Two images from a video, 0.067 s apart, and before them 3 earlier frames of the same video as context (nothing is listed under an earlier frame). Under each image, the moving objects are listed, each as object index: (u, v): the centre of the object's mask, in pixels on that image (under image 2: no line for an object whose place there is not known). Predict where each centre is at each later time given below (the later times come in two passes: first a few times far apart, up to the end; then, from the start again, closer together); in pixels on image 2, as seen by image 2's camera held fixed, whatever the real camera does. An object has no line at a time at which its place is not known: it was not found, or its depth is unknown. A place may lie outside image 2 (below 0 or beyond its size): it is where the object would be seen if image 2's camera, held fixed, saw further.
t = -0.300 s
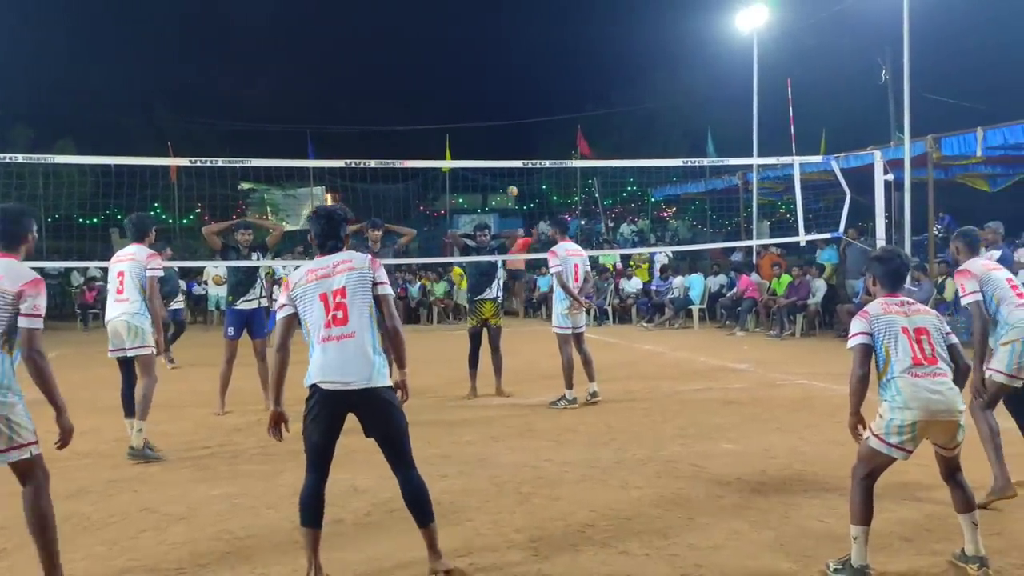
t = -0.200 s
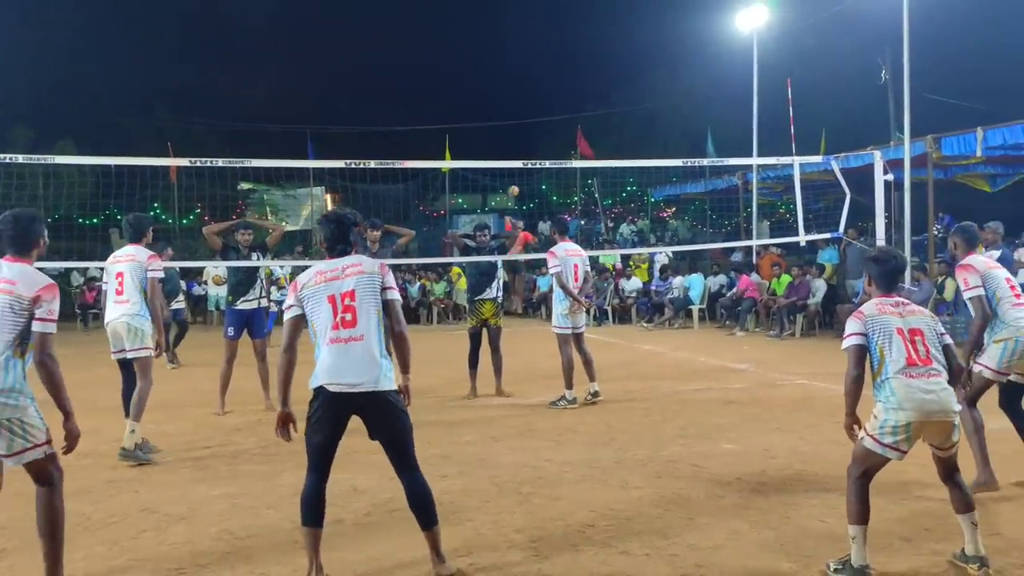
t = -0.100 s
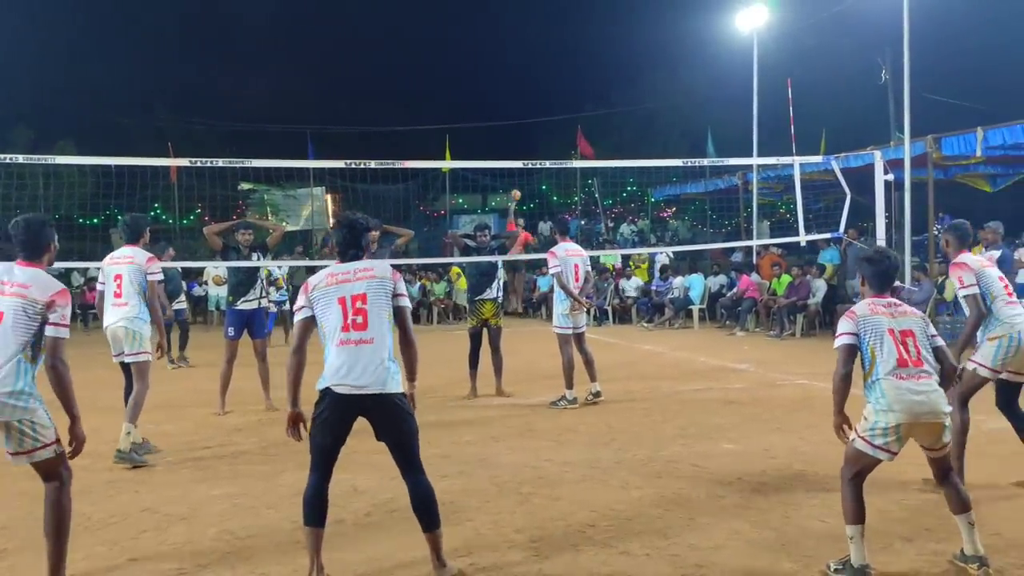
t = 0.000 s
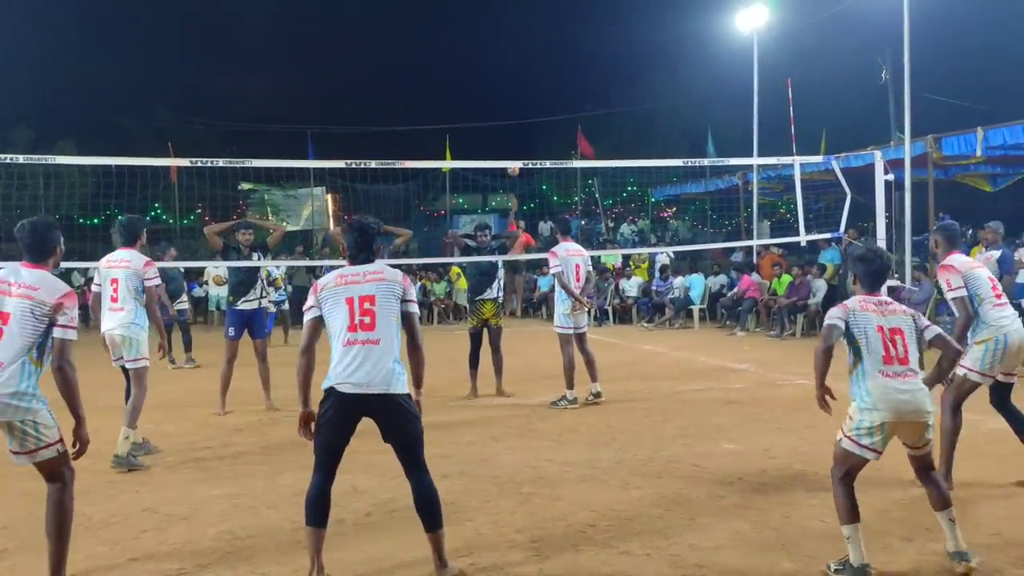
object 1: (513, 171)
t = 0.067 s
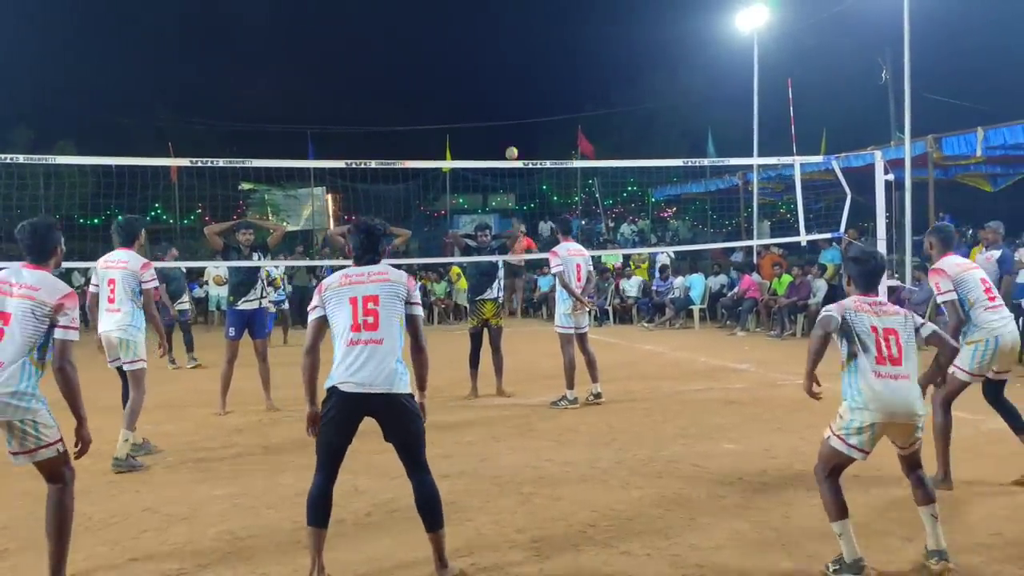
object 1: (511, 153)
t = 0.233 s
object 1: (507, 114)
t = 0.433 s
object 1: (503, 79)
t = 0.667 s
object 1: (508, 64)
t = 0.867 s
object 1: (524, 100)
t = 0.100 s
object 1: (510, 145)
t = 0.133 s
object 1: (510, 137)
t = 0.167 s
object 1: (509, 129)
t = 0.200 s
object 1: (508, 121)
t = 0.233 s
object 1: (507, 114)
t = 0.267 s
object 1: (506, 107)
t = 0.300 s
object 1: (505, 101)
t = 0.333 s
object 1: (504, 94)
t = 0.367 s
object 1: (504, 89)
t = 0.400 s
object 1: (504, 83)
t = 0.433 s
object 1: (503, 79)
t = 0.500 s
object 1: (503, 71)
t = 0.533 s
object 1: (504, 67)
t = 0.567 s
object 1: (504, 65)
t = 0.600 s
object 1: (505, 64)
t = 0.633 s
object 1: (506, 63)
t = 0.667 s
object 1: (508, 64)
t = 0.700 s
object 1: (510, 66)
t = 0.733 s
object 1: (512, 69)
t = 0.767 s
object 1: (514, 74)
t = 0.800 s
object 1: (517, 80)
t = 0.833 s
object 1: (520, 89)
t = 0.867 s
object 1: (524, 100)
